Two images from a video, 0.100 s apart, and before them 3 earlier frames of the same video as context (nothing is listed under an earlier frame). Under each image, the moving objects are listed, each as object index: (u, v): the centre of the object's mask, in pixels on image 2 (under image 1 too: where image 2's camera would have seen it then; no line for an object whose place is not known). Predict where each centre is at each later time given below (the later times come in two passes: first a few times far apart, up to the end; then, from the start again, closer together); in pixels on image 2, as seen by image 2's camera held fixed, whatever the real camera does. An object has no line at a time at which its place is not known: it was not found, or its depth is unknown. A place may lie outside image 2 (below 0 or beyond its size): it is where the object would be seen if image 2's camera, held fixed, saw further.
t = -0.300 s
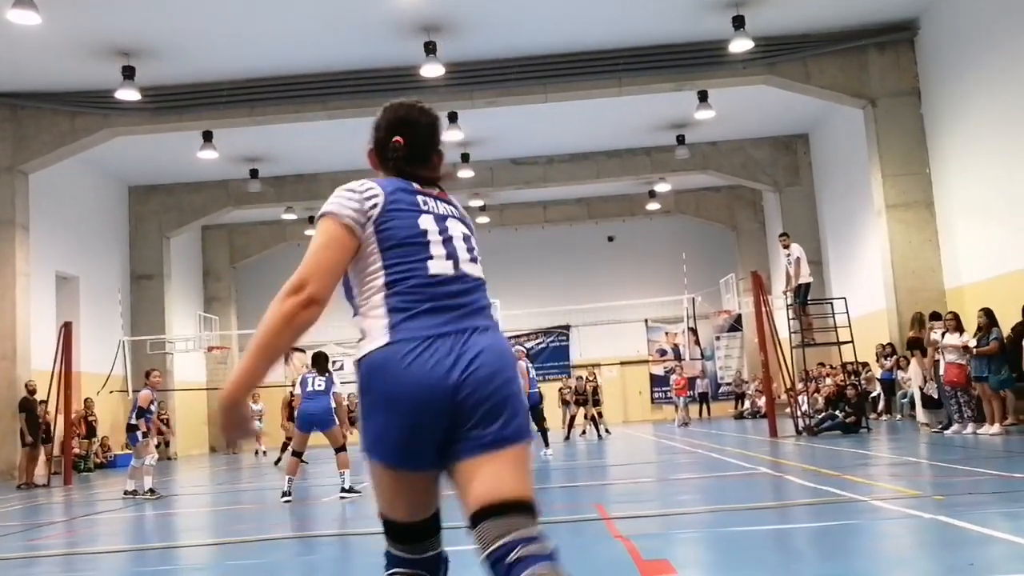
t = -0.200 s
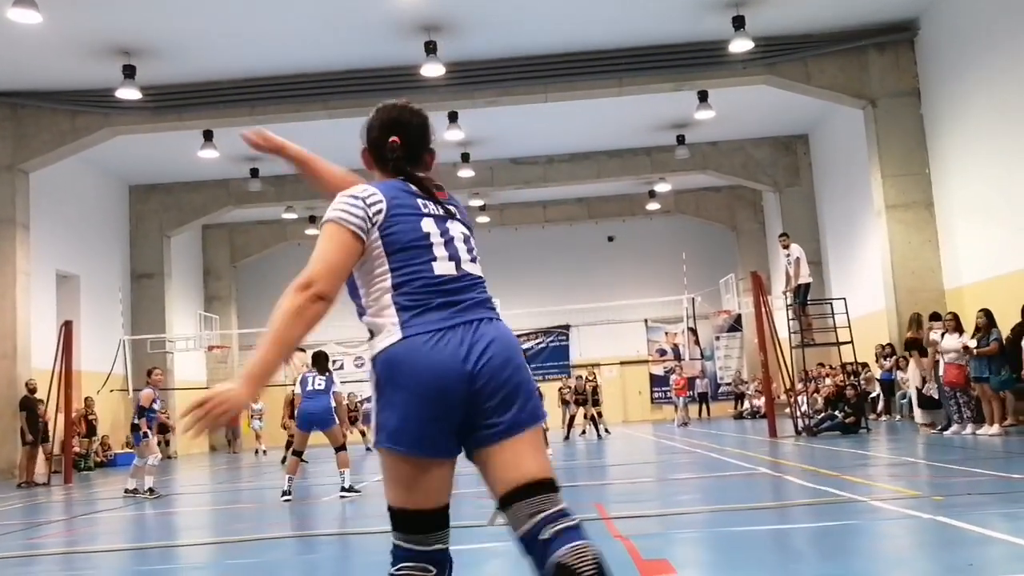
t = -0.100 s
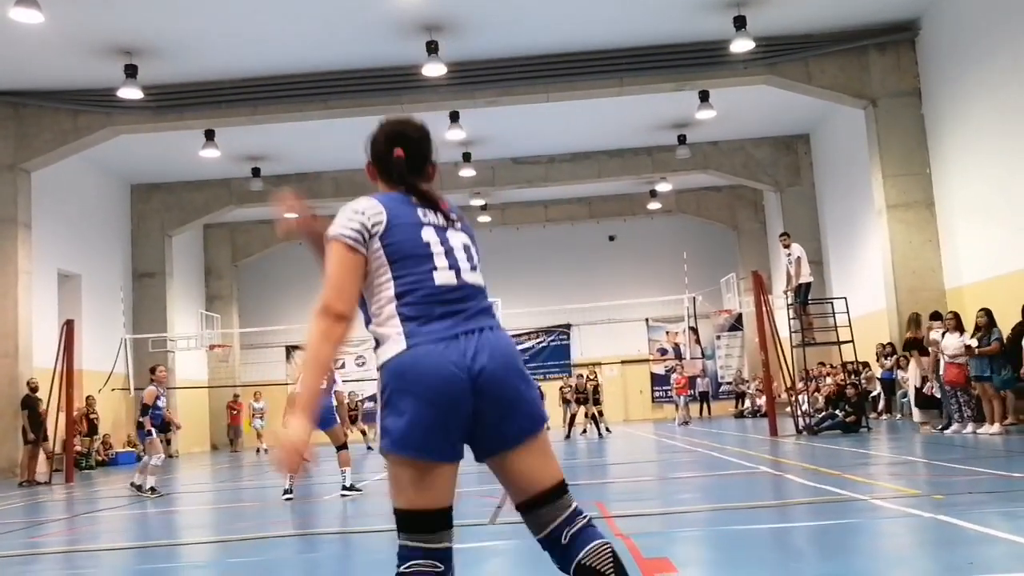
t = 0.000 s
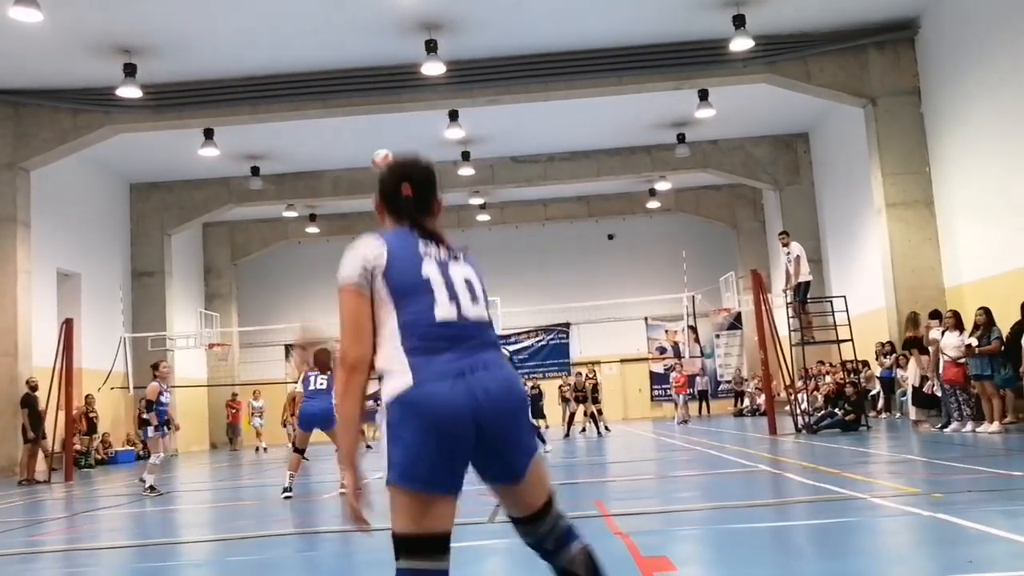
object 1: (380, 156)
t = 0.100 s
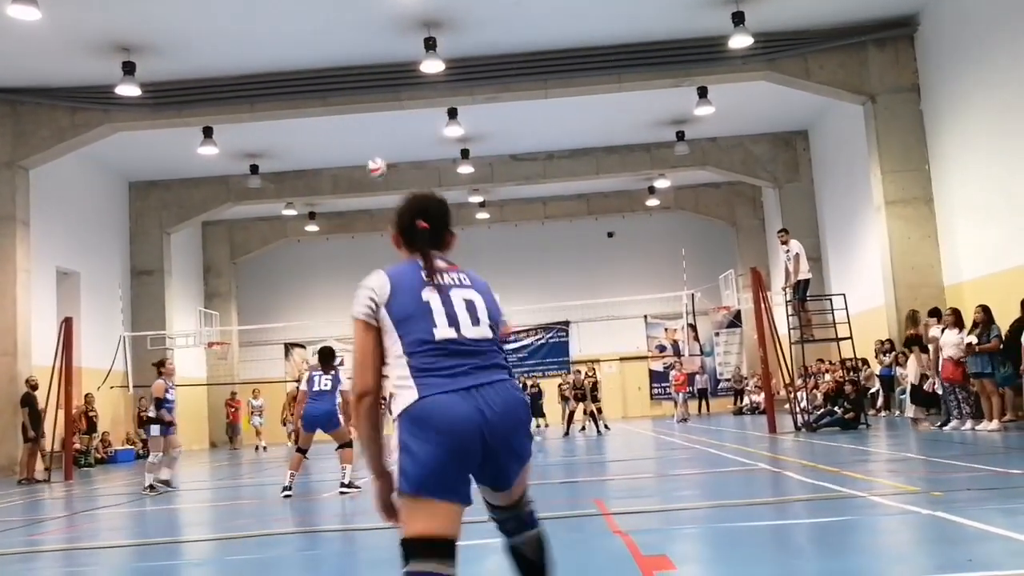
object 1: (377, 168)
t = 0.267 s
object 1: (373, 188)
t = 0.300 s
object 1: (372, 195)
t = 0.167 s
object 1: (375, 173)
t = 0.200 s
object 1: (374, 178)
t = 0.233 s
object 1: (373, 182)
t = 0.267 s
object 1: (373, 188)
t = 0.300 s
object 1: (372, 195)
